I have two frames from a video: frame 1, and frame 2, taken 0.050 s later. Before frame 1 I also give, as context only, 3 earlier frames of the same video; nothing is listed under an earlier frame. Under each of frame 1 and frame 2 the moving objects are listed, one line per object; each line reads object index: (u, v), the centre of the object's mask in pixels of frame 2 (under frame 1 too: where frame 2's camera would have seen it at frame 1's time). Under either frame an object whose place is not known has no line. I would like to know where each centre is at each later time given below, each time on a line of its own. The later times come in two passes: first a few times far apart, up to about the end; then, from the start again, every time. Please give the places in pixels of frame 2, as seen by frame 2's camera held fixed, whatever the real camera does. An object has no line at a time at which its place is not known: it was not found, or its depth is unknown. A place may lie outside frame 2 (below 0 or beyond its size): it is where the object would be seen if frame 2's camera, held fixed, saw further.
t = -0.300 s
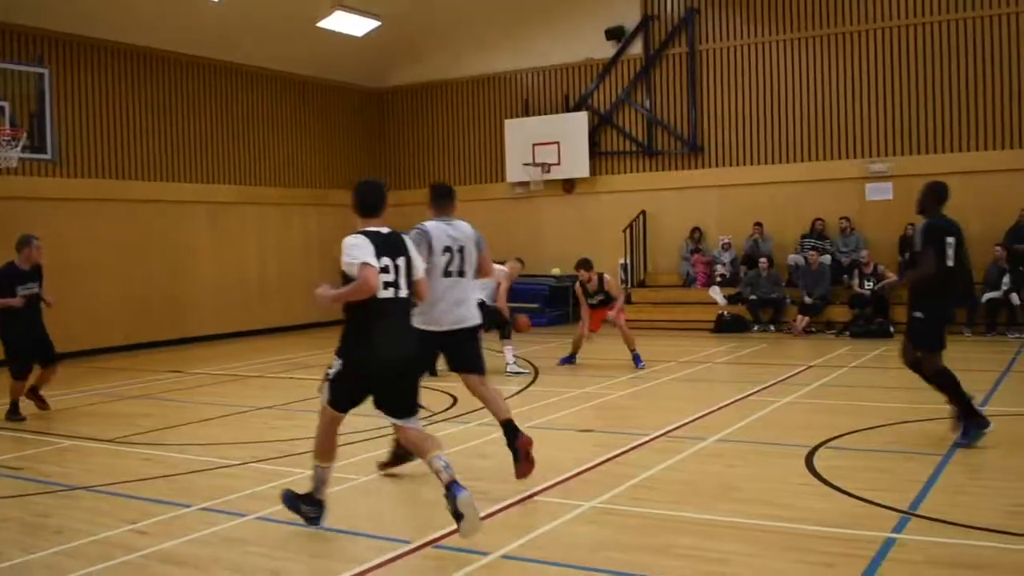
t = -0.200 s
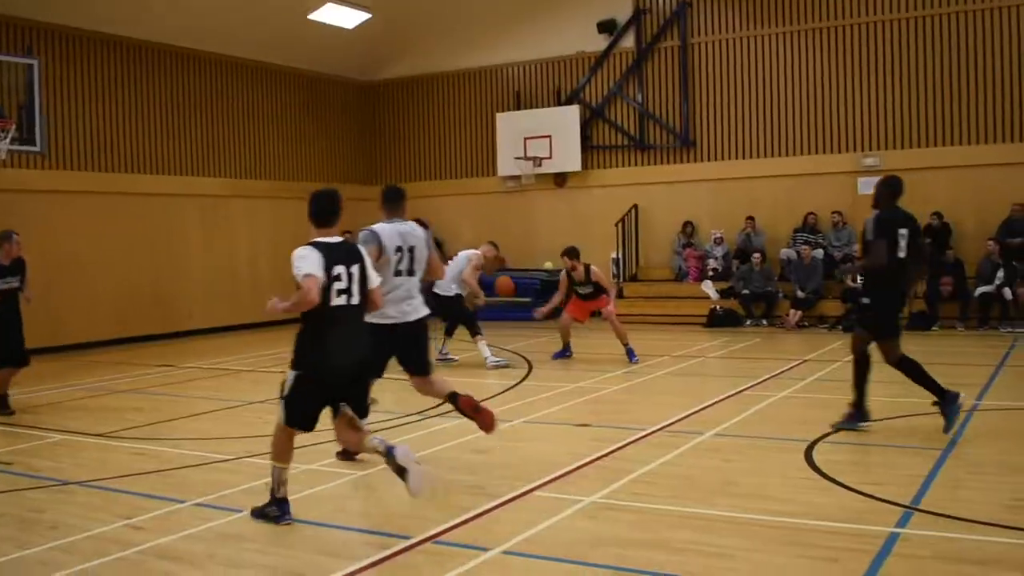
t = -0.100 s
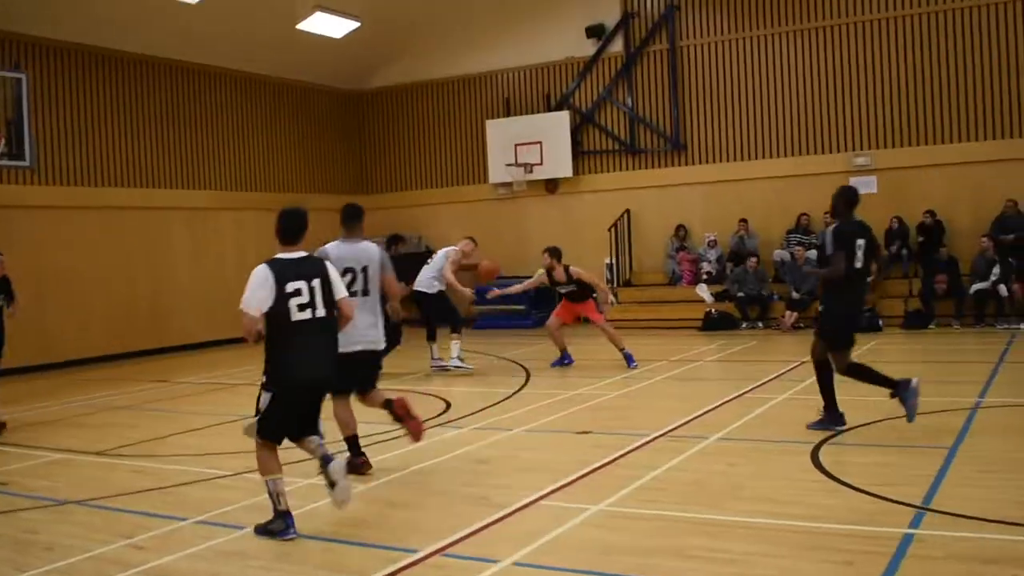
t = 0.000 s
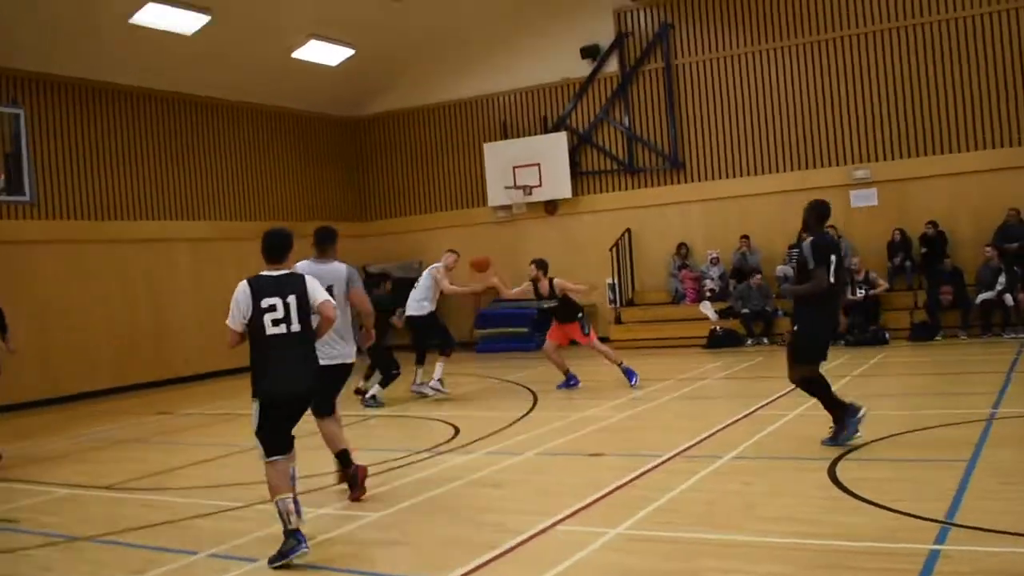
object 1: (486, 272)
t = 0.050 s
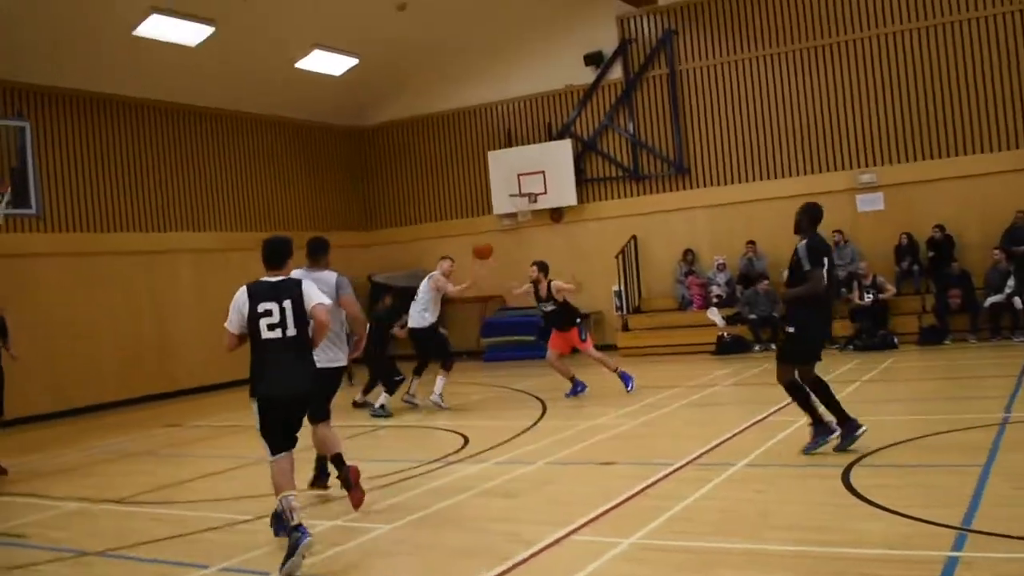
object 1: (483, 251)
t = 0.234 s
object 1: (472, 184)
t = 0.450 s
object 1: (463, 137)
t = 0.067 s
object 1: (482, 244)
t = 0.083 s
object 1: (481, 234)
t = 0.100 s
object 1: (479, 229)
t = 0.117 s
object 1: (478, 223)
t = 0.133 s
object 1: (478, 216)
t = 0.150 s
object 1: (477, 210)
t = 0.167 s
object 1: (475, 205)
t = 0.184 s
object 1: (475, 199)
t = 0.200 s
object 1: (474, 195)
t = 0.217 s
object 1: (474, 189)
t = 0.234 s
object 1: (472, 184)
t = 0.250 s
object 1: (470, 179)
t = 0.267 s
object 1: (470, 174)
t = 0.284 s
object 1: (470, 169)
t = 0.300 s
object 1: (470, 165)
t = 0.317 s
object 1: (469, 161)
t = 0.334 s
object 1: (468, 157)
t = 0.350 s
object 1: (467, 152)
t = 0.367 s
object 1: (466, 150)
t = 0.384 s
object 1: (465, 147)
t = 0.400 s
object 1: (464, 144)
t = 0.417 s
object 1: (464, 141)
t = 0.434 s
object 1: (463, 139)
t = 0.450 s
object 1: (463, 137)
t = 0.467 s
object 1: (463, 135)
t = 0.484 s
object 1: (462, 133)
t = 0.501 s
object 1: (461, 132)
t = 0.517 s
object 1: (461, 131)
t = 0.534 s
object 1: (461, 131)
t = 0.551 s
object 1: (460, 130)
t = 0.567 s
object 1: (460, 130)
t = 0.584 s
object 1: (460, 128)
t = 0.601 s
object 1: (459, 130)
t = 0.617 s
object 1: (459, 130)
